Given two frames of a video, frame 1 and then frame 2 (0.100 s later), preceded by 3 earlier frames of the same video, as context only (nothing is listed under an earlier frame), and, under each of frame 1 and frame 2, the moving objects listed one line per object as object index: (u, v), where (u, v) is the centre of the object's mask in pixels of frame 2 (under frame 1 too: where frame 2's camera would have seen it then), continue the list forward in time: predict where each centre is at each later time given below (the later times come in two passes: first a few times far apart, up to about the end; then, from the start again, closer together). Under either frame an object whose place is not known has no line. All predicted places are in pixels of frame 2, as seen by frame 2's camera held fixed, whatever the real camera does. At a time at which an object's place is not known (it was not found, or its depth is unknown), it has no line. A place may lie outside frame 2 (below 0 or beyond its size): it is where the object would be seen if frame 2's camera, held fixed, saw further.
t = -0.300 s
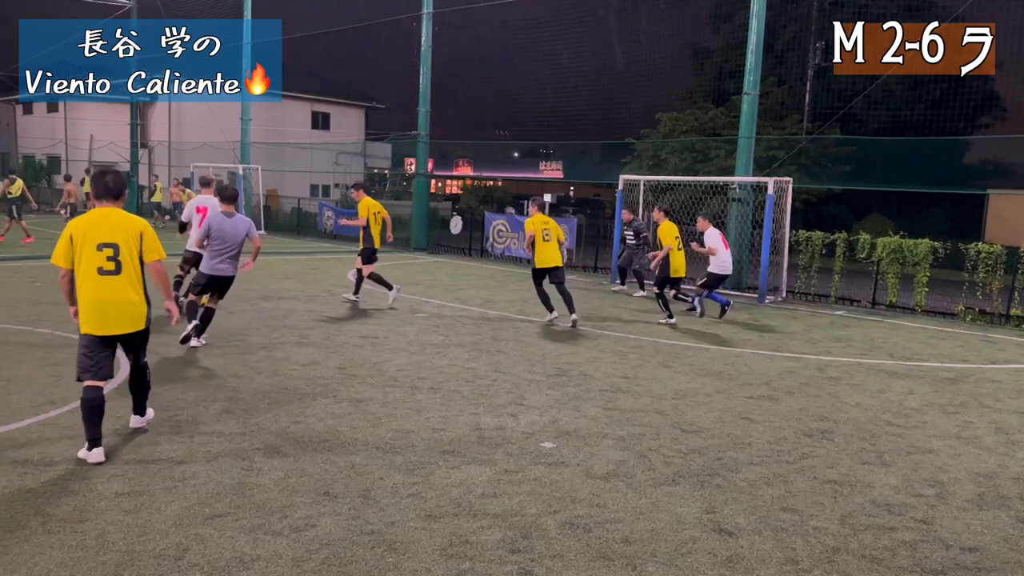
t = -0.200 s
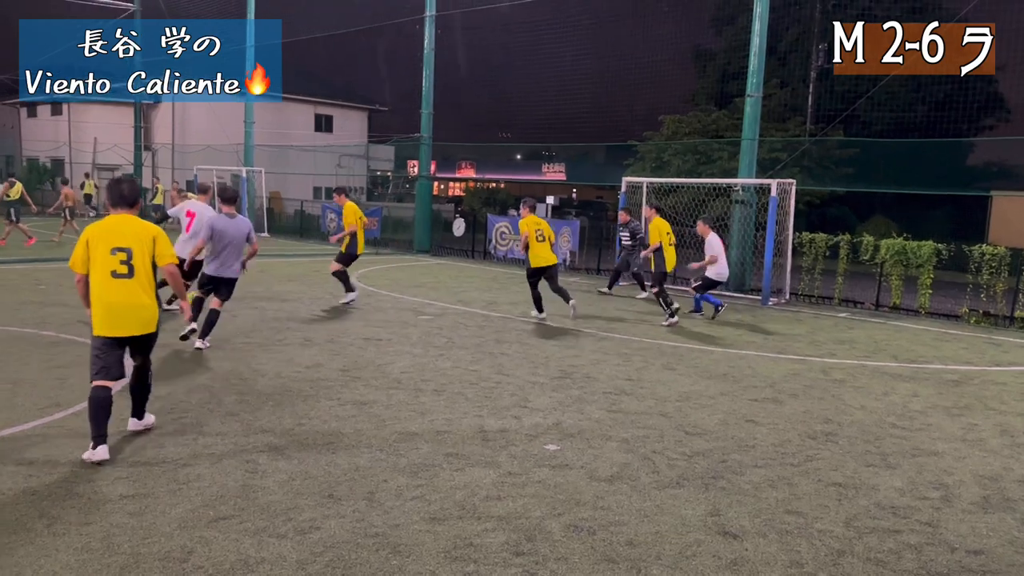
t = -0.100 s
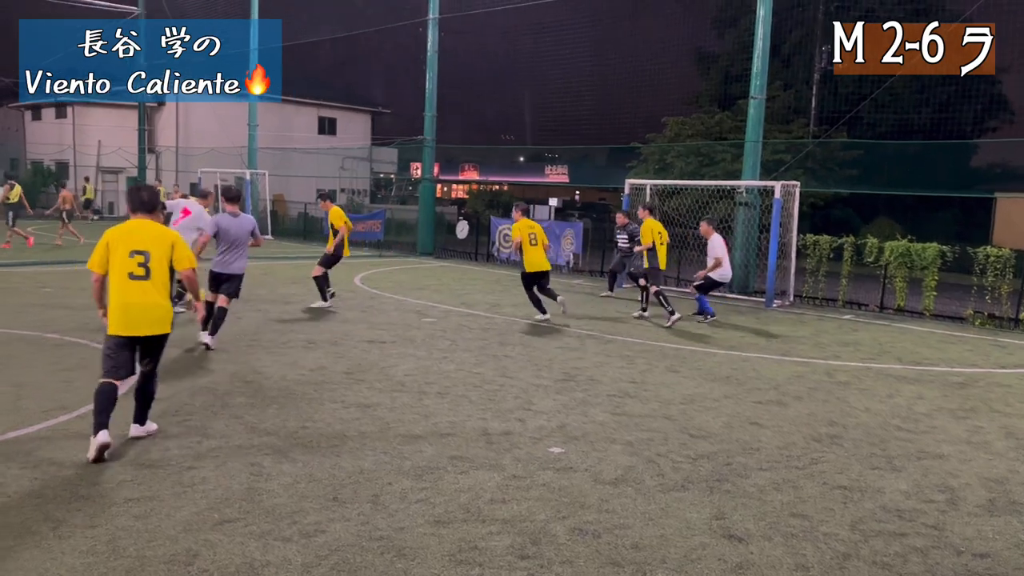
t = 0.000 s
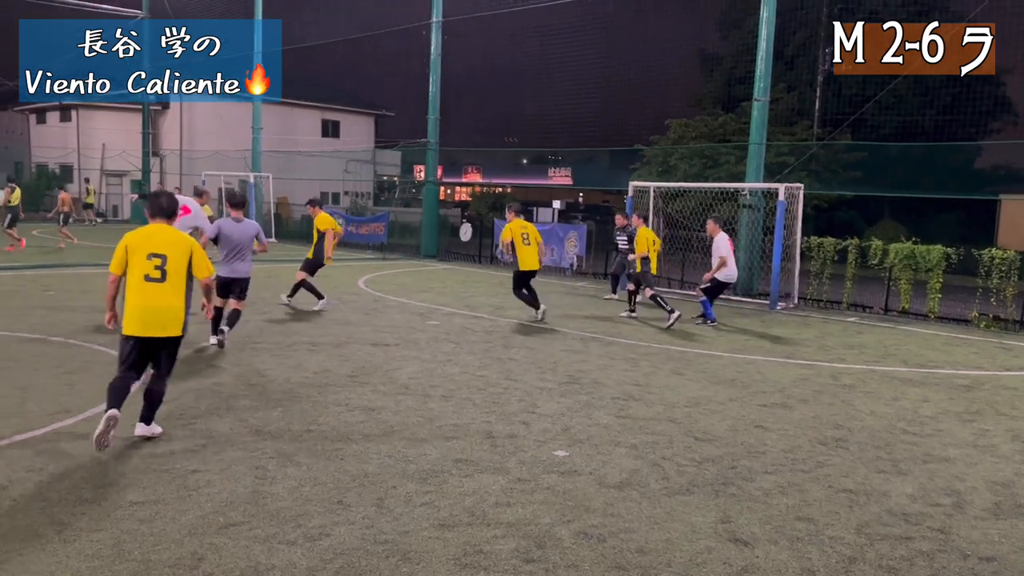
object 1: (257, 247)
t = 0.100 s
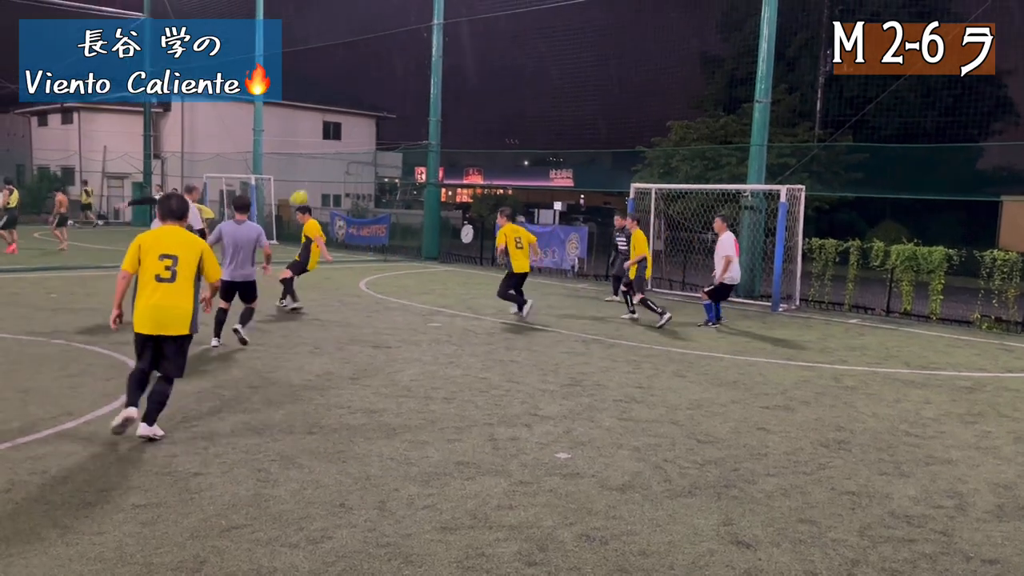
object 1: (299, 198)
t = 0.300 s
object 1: (395, 114)
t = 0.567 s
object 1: (512, 52)
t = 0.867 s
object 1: (629, 45)
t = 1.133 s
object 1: (720, 89)
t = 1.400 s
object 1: (800, 170)
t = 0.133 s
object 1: (316, 182)
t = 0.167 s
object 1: (332, 166)
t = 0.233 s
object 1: (364, 139)
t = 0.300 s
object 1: (395, 114)
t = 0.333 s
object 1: (411, 103)
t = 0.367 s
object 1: (426, 93)
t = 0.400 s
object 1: (442, 84)
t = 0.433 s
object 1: (456, 76)
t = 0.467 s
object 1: (470, 69)
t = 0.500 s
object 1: (484, 63)
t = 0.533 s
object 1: (498, 57)
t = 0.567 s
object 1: (512, 52)
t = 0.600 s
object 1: (526, 48)
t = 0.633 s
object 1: (539, 45)
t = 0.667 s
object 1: (553, 43)
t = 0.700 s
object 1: (566, 41)
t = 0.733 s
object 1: (579, 41)
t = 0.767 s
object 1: (592, 40)
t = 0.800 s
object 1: (604, 41)
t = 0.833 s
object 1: (617, 43)
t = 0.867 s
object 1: (629, 45)
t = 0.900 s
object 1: (641, 48)
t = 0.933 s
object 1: (652, 52)
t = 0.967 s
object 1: (664, 56)
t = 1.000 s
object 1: (676, 62)
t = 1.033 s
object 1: (687, 67)
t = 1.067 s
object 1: (698, 74)
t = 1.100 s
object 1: (709, 81)
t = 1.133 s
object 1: (720, 89)
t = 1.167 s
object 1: (731, 97)
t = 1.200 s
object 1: (741, 106)
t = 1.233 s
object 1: (751, 115)
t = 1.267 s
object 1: (762, 125)
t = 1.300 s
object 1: (772, 135)
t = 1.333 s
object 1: (782, 146)
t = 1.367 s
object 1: (791, 158)
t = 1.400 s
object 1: (800, 170)
